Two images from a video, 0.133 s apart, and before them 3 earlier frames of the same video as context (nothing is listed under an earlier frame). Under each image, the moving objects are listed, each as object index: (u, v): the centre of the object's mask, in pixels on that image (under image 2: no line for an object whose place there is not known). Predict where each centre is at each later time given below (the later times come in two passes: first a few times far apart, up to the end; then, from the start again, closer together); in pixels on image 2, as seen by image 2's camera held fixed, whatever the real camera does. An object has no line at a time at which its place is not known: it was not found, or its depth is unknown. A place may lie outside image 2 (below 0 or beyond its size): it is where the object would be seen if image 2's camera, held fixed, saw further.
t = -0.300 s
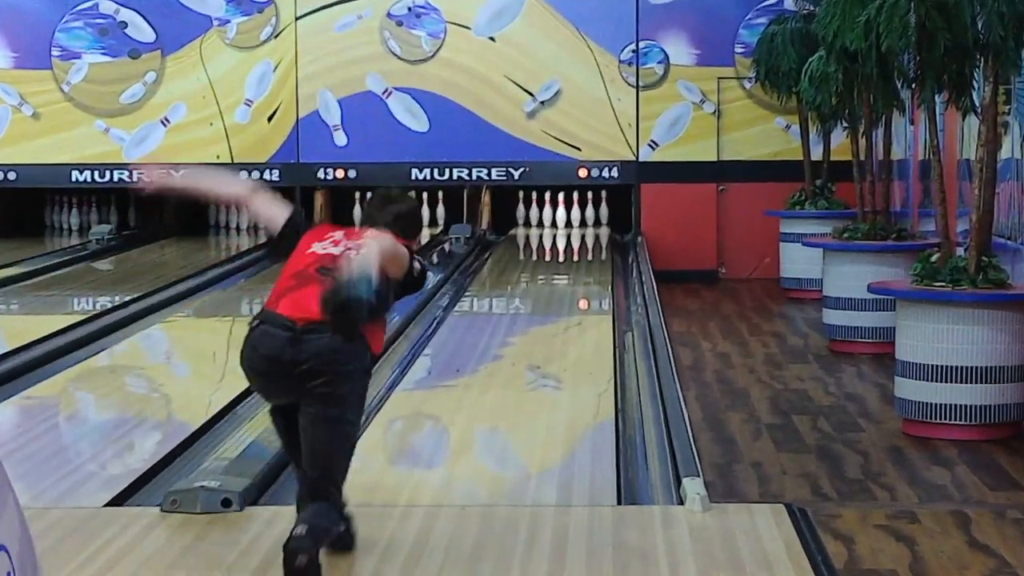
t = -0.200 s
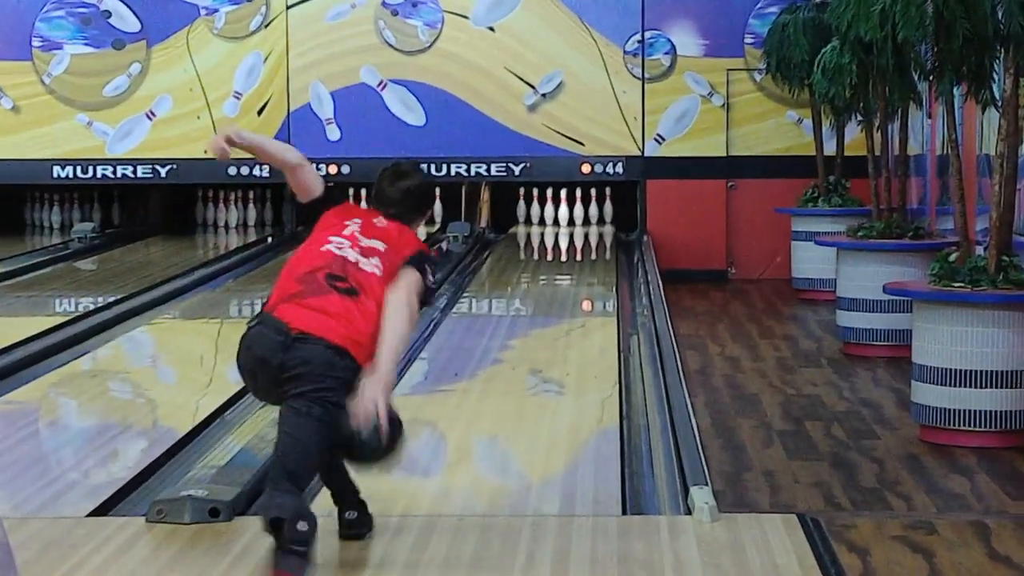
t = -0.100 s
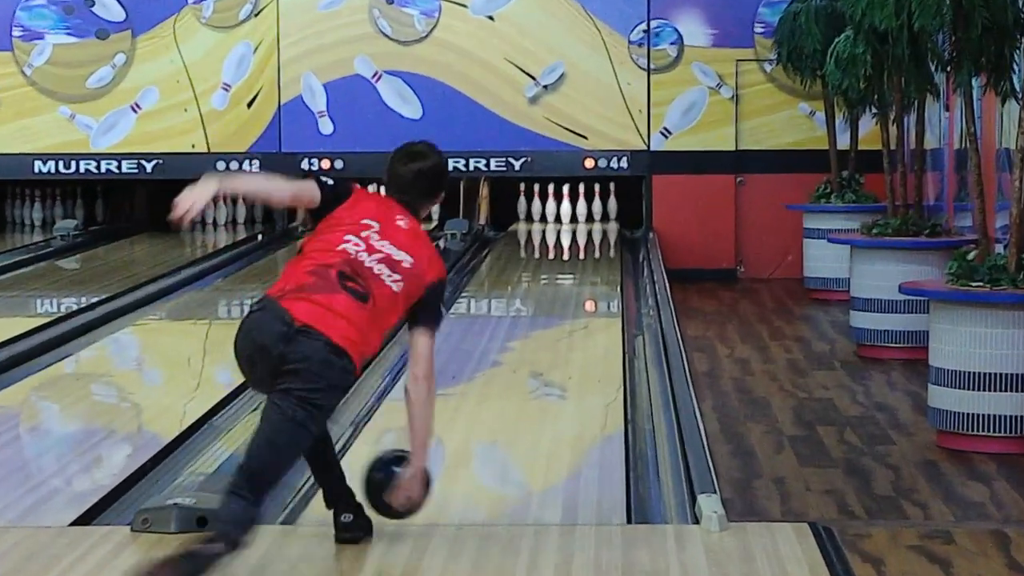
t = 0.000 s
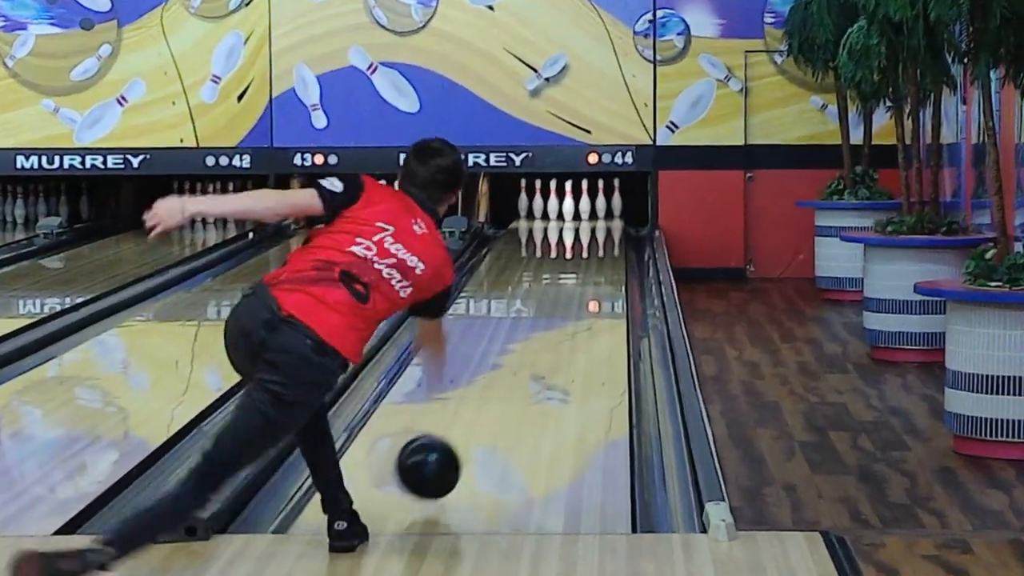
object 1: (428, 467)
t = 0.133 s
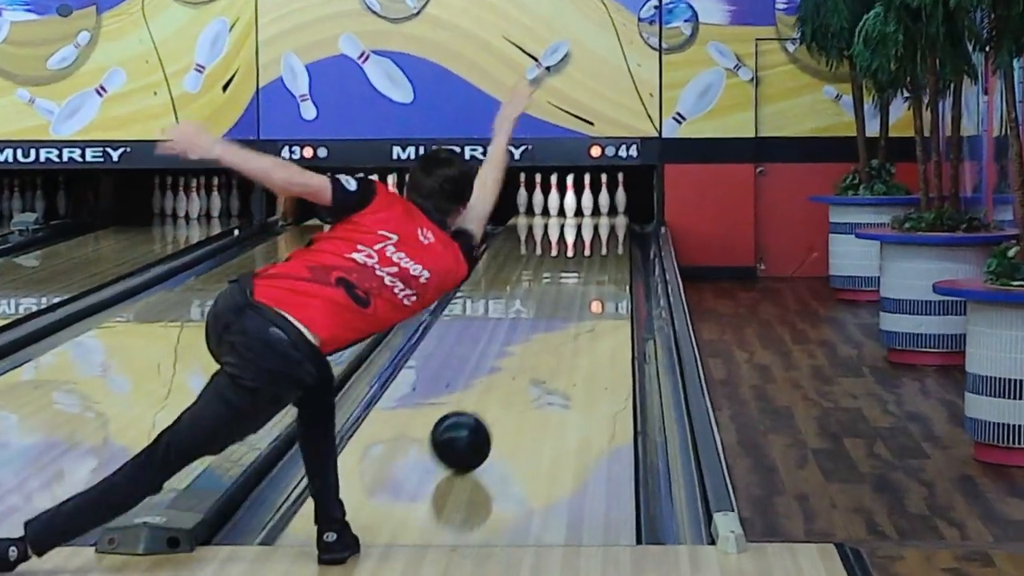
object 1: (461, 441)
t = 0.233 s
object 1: (484, 414)
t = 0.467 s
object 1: (527, 365)
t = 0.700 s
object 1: (557, 329)
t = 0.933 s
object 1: (582, 299)
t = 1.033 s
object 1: (591, 288)
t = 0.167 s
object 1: (469, 432)
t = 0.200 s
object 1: (477, 423)
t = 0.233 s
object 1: (484, 414)
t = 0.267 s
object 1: (491, 406)
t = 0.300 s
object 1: (497, 398)
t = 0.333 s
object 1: (504, 391)
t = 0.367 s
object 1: (510, 384)
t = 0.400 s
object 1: (515, 378)
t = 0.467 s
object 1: (527, 365)
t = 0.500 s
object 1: (531, 360)
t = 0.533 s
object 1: (536, 355)
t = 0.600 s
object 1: (545, 344)
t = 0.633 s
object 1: (549, 339)
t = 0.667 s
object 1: (554, 334)
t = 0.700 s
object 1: (557, 329)
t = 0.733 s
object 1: (561, 325)
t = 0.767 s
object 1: (565, 320)
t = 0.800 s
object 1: (568, 315)
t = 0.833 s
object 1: (572, 312)
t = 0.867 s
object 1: (575, 307)
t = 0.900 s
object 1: (579, 303)
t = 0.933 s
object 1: (582, 299)
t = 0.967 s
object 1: (585, 296)
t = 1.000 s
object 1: (588, 292)
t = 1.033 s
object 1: (591, 288)
